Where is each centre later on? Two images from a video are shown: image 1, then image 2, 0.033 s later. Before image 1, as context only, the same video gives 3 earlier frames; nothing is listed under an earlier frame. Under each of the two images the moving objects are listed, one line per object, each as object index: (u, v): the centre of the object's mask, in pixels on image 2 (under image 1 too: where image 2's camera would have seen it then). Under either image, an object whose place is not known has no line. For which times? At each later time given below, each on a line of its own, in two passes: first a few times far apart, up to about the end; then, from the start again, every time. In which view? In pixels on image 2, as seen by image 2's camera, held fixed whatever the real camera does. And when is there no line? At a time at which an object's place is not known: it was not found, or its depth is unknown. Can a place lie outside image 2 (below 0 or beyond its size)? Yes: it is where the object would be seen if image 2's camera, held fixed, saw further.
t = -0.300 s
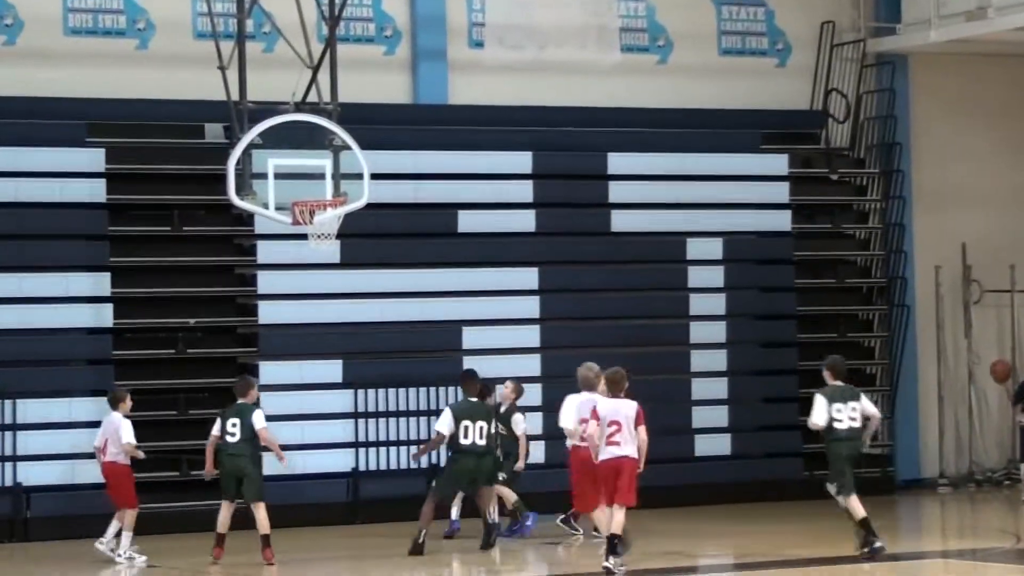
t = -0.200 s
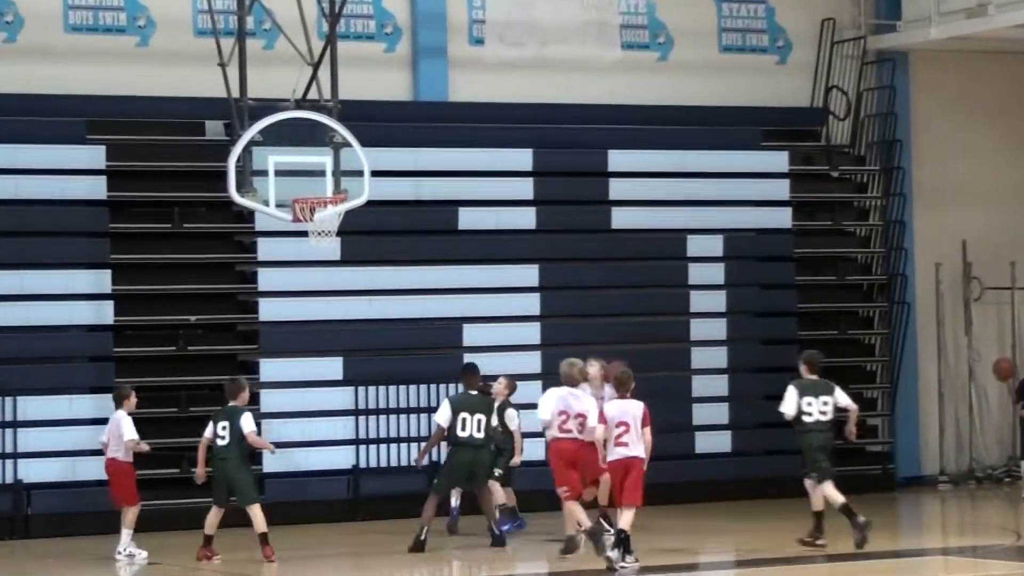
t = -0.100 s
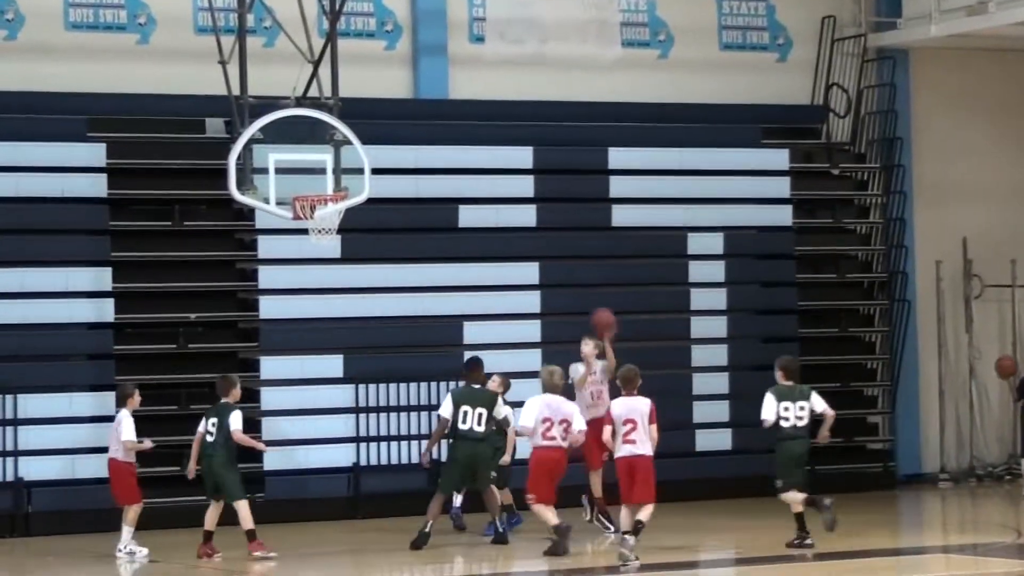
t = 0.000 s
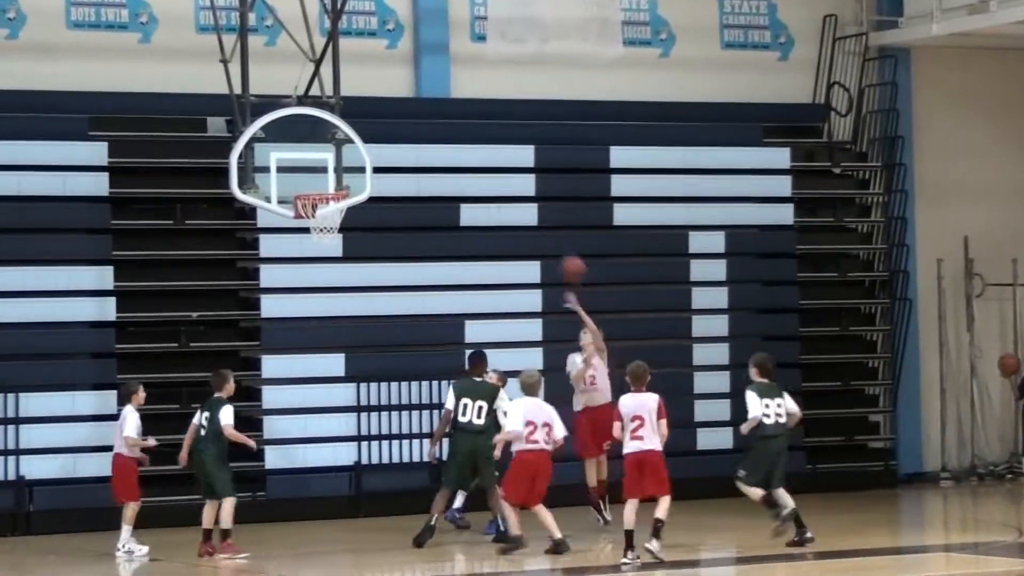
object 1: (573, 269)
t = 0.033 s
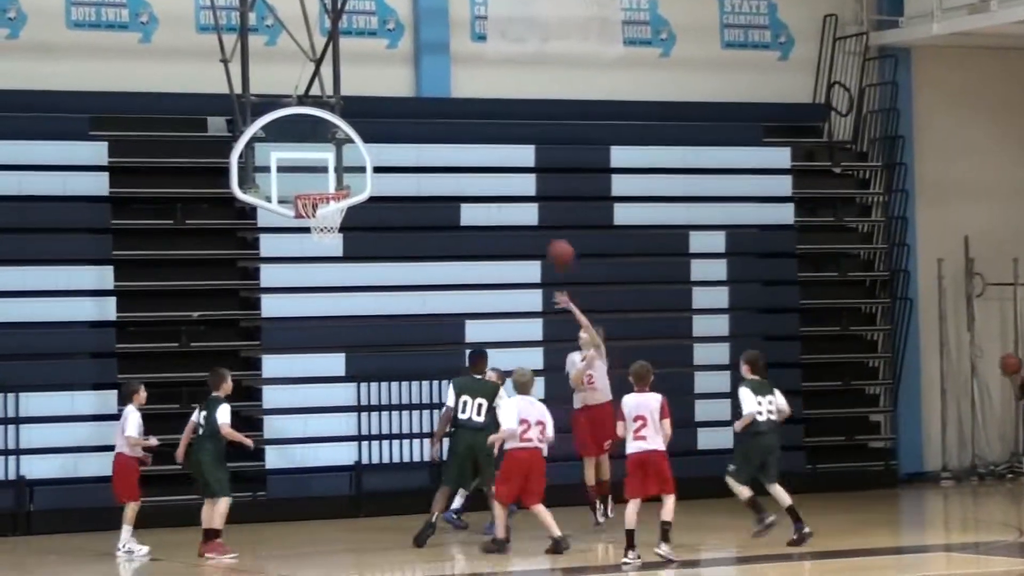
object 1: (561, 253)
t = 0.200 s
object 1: (500, 192)
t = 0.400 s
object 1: (428, 160)
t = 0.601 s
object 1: (356, 168)
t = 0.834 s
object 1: (359, 177)
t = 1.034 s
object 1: (392, 194)
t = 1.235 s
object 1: (422, 257)
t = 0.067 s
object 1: (549, 239)
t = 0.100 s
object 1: (537, 226)
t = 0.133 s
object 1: (524, 213)
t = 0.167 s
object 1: (512, 202)
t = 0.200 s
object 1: (500, 192)
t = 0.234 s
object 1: (487, 184)
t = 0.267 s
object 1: (475, 177)
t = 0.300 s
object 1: (464, 170)
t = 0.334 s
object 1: (452, 165)
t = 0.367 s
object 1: (440, 162)
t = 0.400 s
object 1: (428, 160)
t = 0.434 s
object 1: (416, 158)
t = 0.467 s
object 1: (404, 158)
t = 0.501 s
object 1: (393, 158)
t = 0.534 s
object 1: (380, 160)
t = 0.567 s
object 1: (368, 163)
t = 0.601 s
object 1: (356, 168)
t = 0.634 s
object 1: (344, 175)
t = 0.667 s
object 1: (338, 179)
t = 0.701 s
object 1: (336, 184)
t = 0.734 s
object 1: (340, 183)
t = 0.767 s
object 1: (347, 180)
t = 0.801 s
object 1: (351, 179)
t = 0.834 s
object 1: (359, 177)
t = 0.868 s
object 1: (364, 177)
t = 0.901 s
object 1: (369, 178)
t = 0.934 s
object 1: (375, 181)
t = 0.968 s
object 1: (380, 185)
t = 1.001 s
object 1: (387, 190)
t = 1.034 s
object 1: (392, 194)
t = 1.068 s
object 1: (399, 203)
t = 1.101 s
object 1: (403, 210)
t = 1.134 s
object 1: (407, 220)
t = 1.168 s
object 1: (413, 231)
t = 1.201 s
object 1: (419, 244)
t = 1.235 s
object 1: (422, 257)
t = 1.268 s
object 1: (428, 272)
